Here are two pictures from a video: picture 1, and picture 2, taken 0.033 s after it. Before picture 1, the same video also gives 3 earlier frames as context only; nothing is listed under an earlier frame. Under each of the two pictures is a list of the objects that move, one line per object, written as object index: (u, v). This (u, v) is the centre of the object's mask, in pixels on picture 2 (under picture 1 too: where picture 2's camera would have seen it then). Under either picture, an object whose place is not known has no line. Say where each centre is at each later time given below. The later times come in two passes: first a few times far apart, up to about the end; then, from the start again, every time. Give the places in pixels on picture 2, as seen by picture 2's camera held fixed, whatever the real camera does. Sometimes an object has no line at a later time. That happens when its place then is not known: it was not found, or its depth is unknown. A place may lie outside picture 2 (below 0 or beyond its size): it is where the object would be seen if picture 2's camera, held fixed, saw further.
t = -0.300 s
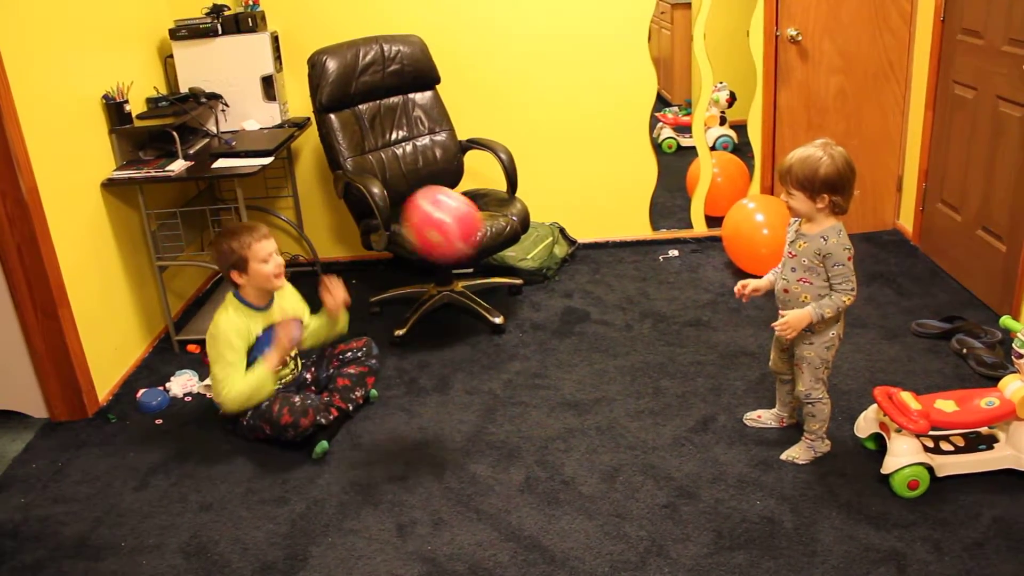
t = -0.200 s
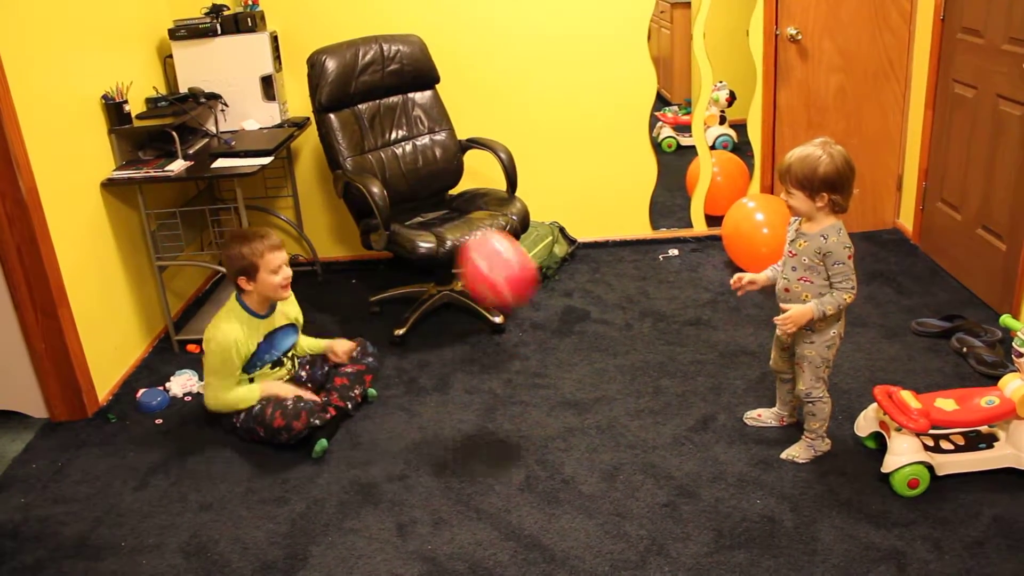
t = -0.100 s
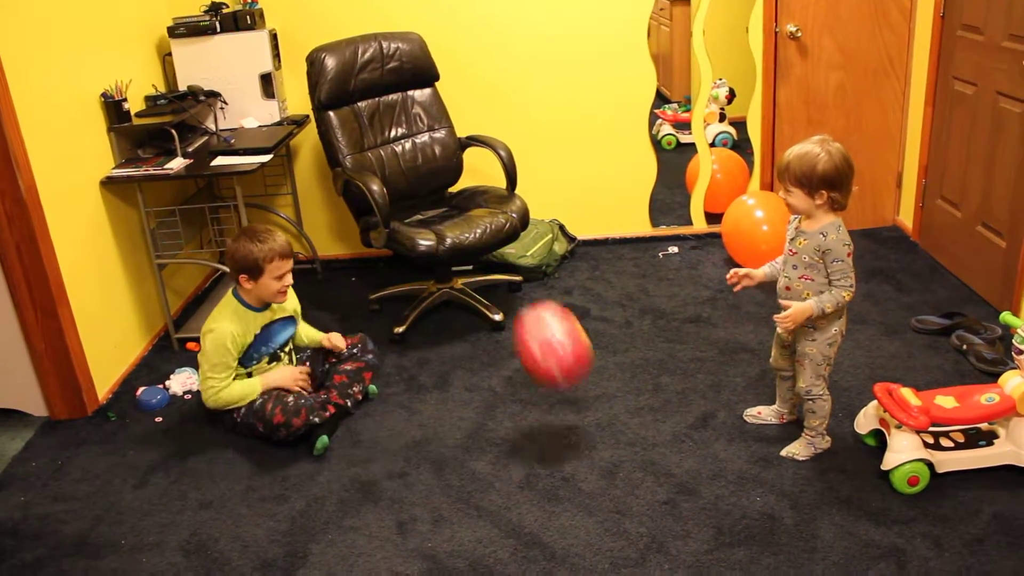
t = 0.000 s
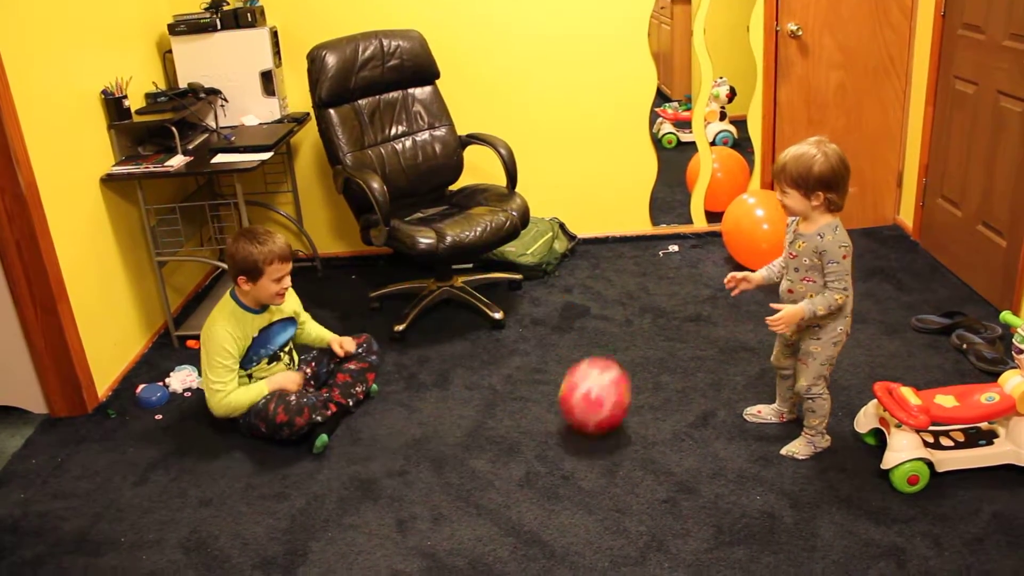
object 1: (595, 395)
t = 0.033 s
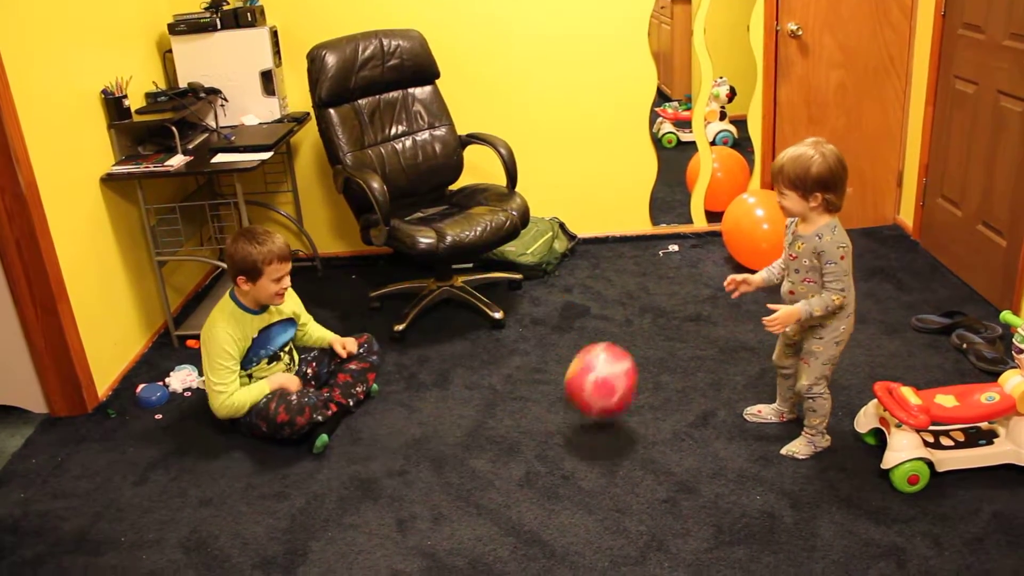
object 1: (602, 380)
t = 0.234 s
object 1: (642, 353)
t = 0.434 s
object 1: (686, 412)
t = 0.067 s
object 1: (608, 367)
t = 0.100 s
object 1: (615, 358)
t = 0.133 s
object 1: (622, 352)
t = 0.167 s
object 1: (629, 350)
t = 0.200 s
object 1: (635, 349)
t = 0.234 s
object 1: (642, 353)
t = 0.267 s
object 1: (649, 359)
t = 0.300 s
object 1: (656, 369)
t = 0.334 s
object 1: (663, 382)
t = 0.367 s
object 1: (670, 398)
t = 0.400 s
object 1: (677, 415)
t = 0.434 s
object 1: (686, 412)
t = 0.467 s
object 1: (694, 404)
